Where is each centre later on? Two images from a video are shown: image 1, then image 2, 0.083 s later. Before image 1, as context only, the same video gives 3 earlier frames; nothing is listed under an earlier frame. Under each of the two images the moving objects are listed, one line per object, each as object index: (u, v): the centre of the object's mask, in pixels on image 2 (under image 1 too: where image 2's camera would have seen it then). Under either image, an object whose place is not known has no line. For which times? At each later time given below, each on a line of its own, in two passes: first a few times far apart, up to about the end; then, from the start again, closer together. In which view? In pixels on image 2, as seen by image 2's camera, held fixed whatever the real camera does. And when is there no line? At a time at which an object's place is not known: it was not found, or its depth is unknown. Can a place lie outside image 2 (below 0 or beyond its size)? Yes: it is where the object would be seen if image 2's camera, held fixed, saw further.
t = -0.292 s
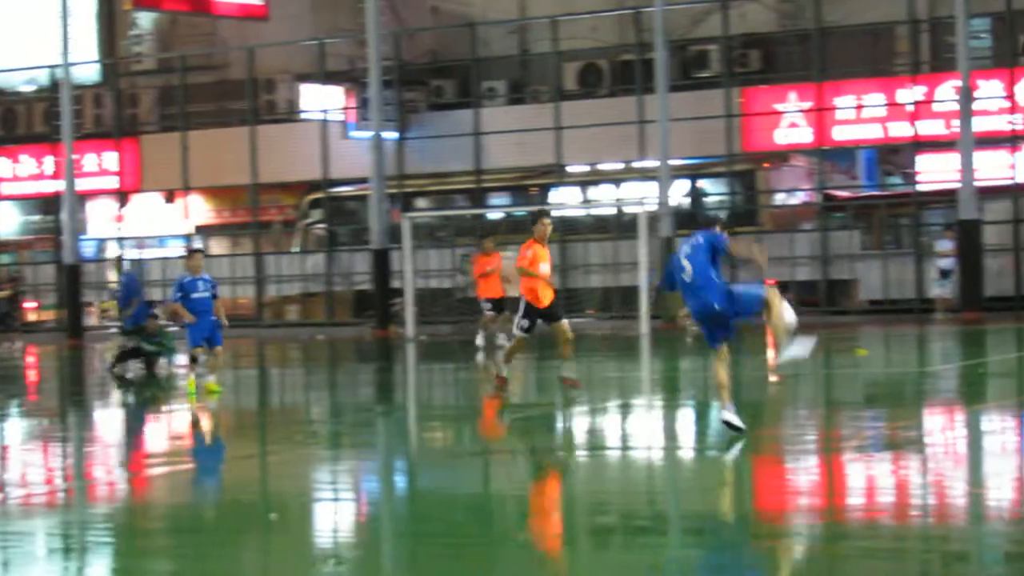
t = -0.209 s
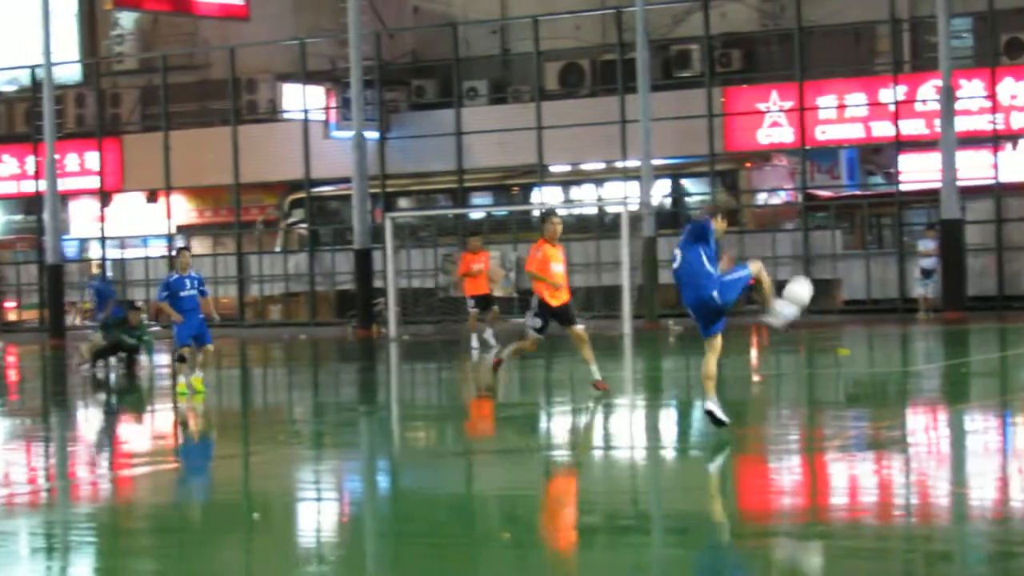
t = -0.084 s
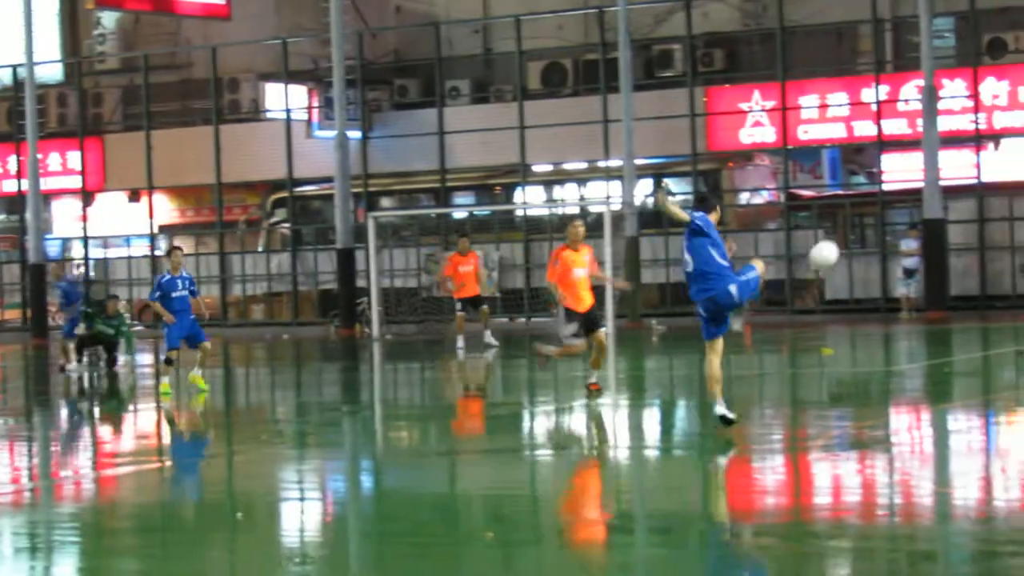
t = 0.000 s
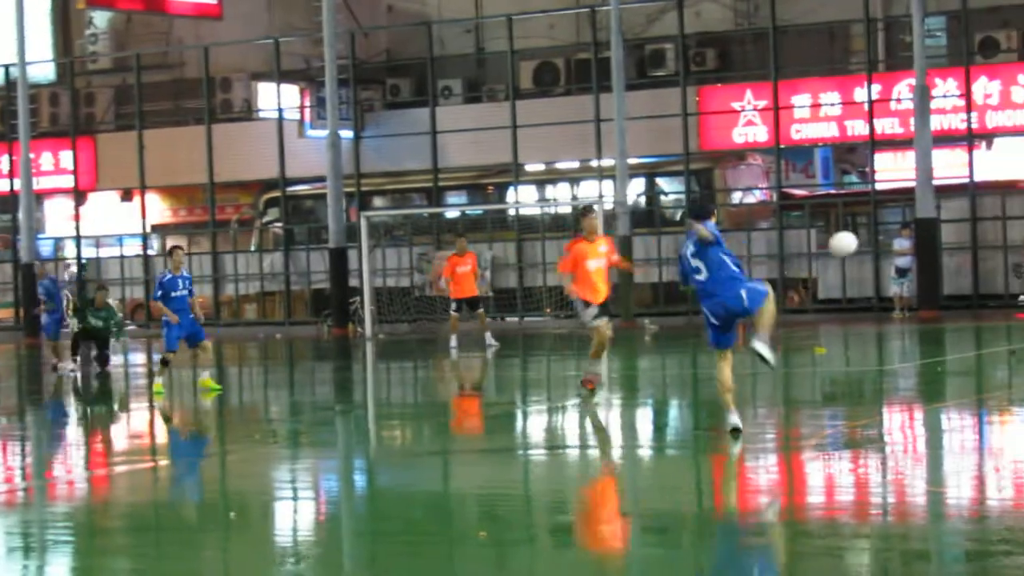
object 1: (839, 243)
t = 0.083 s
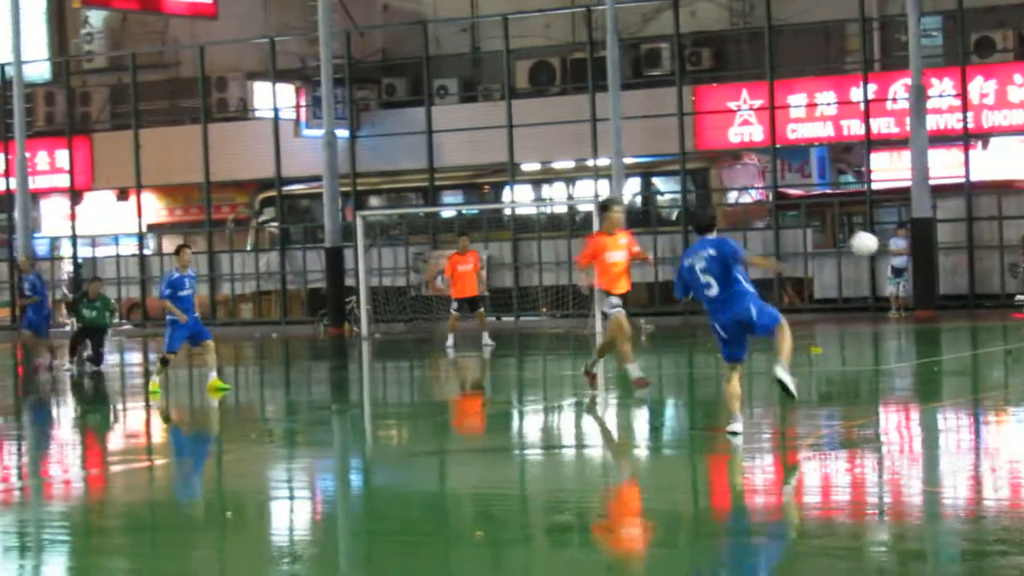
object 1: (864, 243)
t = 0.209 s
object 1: (898, 261)
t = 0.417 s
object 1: (947, 328)
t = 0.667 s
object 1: (992, 295)
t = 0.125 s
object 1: (875, 247)
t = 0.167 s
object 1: (885, 252)
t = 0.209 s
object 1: (898, 261)
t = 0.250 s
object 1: (909, 271)
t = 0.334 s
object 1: (928, 297)
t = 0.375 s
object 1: (937, 311)
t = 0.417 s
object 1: (947, 328)
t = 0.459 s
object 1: (955, 346)
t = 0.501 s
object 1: (964, 352)
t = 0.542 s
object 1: (971, 334)
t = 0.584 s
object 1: (978, 320)
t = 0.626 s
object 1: (985, 306)
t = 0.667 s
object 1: (992, 295)
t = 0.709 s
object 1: (998, 286)
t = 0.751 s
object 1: (1005, 279)
